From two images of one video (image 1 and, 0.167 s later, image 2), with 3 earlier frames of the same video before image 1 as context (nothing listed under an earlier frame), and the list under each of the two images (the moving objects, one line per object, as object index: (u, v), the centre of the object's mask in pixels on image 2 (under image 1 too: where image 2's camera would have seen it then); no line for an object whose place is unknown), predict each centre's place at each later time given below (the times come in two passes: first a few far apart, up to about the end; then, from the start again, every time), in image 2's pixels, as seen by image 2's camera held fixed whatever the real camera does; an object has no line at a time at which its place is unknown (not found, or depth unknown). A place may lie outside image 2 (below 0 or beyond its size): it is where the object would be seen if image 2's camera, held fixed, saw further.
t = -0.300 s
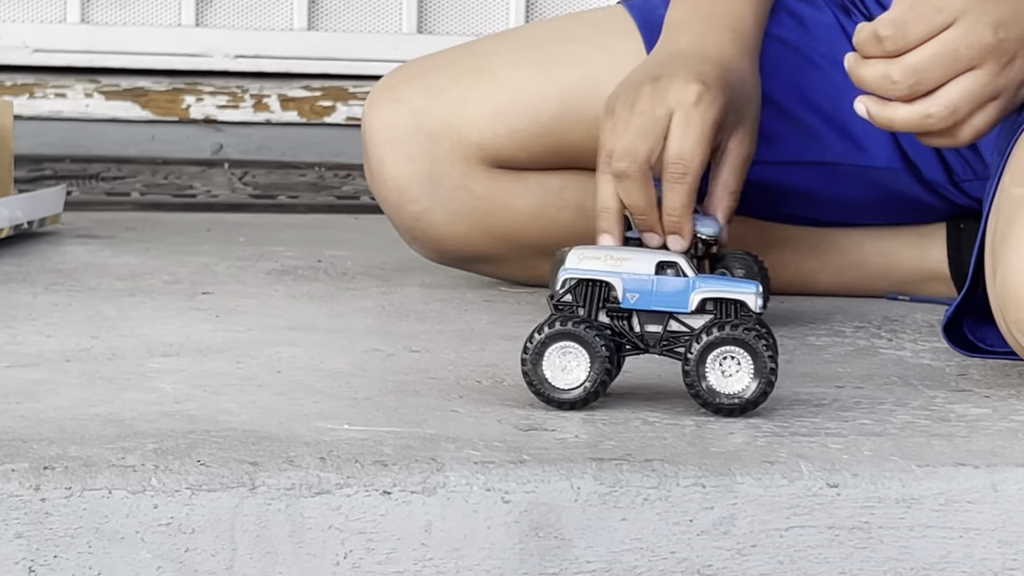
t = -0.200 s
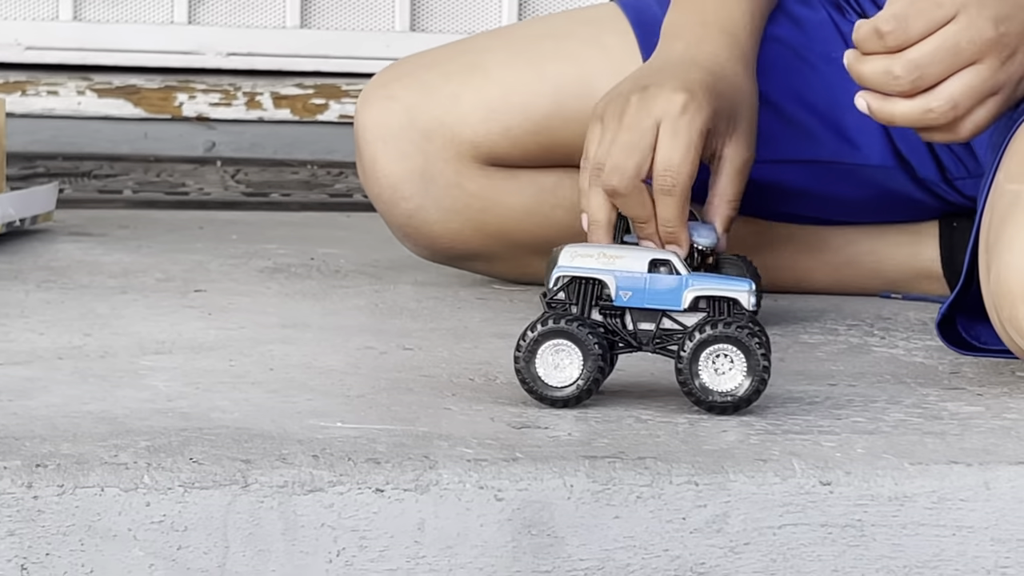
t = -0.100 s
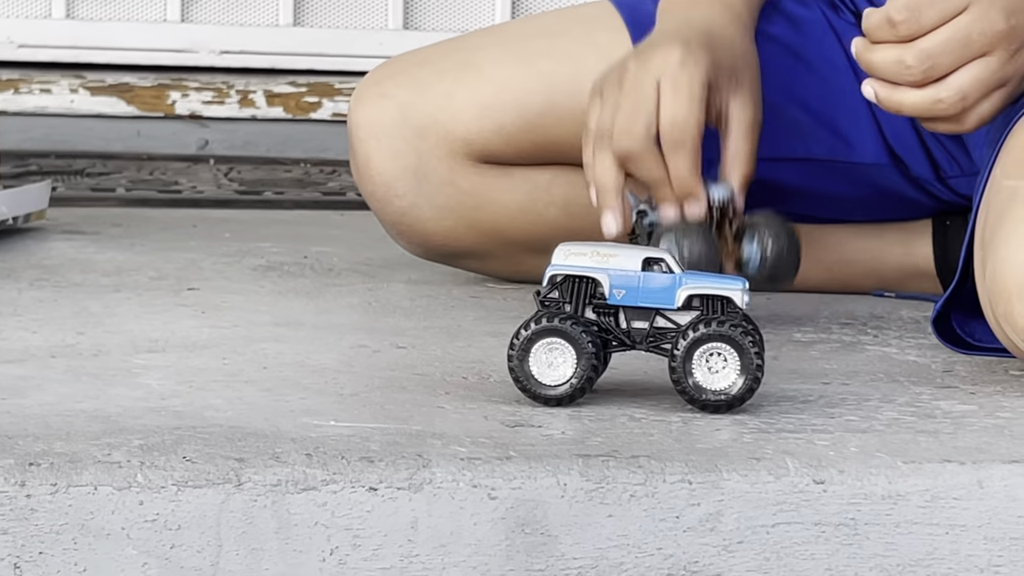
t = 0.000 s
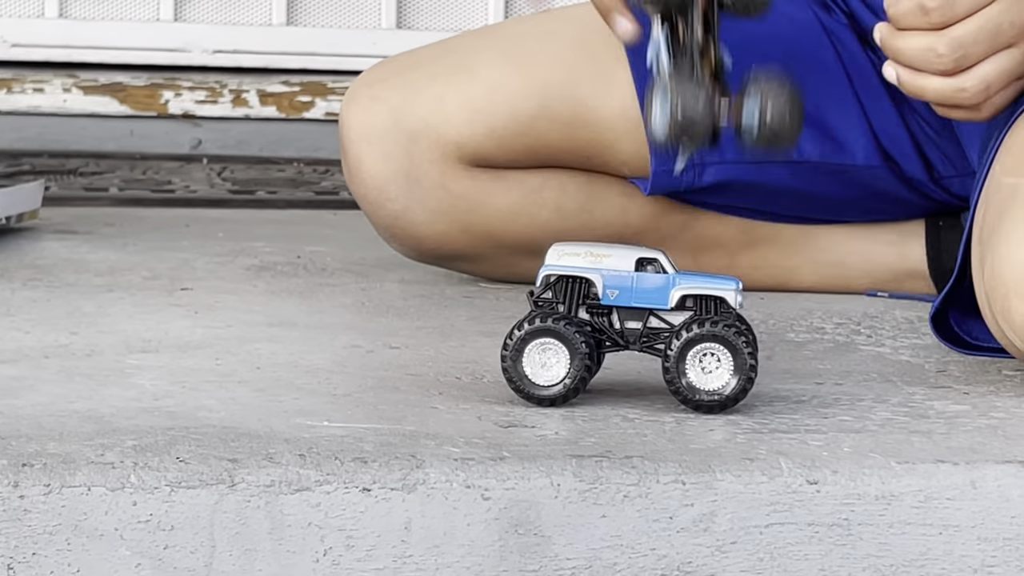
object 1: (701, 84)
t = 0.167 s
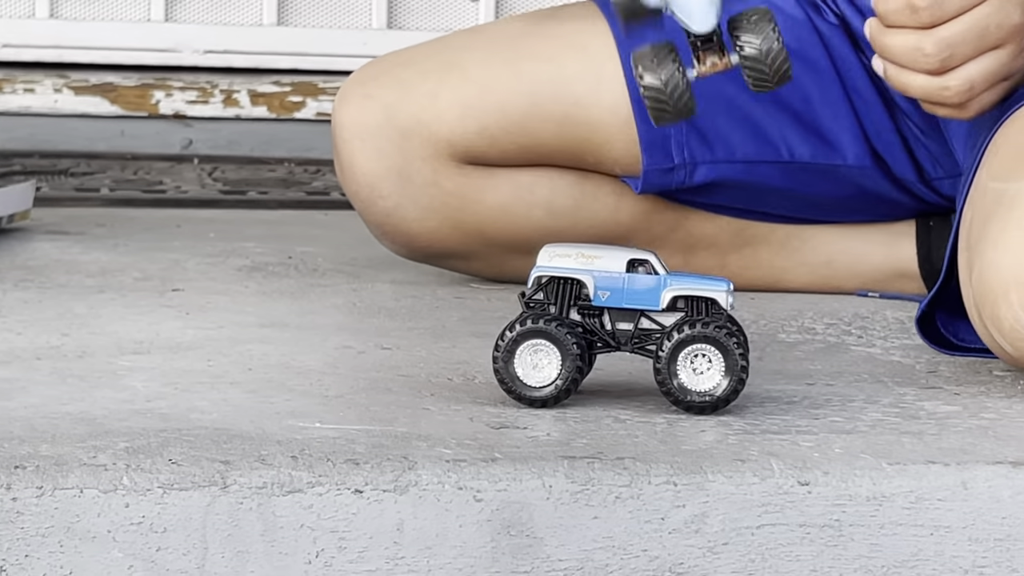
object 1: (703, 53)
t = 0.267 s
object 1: (703, 222)
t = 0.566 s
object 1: (630, 224)
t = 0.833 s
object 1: (686, 250)
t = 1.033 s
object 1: (691, 254)
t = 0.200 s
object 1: (696, 71)
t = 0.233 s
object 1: (699, 150)
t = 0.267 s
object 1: (703, 222)
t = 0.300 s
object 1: (696, 207)
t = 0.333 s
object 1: (696, 210)
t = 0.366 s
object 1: (694, 210)
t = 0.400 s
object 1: (688, 209)
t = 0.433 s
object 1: (680, 210)
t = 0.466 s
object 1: (666, 215)
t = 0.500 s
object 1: (648, 224)
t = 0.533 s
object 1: (639, 228)
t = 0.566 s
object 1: (630, 224)
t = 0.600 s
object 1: (624, 213)
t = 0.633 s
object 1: (625, 213)
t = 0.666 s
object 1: (627, 219)
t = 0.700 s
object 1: (633, 228)
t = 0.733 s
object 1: (636, 234)
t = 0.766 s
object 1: (654, 239)
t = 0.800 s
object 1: (676, 246)
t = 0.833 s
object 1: (686, 250)
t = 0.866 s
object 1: (689, 253)
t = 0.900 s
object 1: (690, 254)
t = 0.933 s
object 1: (690, 254)
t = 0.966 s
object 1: (690, 255)
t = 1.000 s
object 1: (690, 254)
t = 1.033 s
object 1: (691, 254)
